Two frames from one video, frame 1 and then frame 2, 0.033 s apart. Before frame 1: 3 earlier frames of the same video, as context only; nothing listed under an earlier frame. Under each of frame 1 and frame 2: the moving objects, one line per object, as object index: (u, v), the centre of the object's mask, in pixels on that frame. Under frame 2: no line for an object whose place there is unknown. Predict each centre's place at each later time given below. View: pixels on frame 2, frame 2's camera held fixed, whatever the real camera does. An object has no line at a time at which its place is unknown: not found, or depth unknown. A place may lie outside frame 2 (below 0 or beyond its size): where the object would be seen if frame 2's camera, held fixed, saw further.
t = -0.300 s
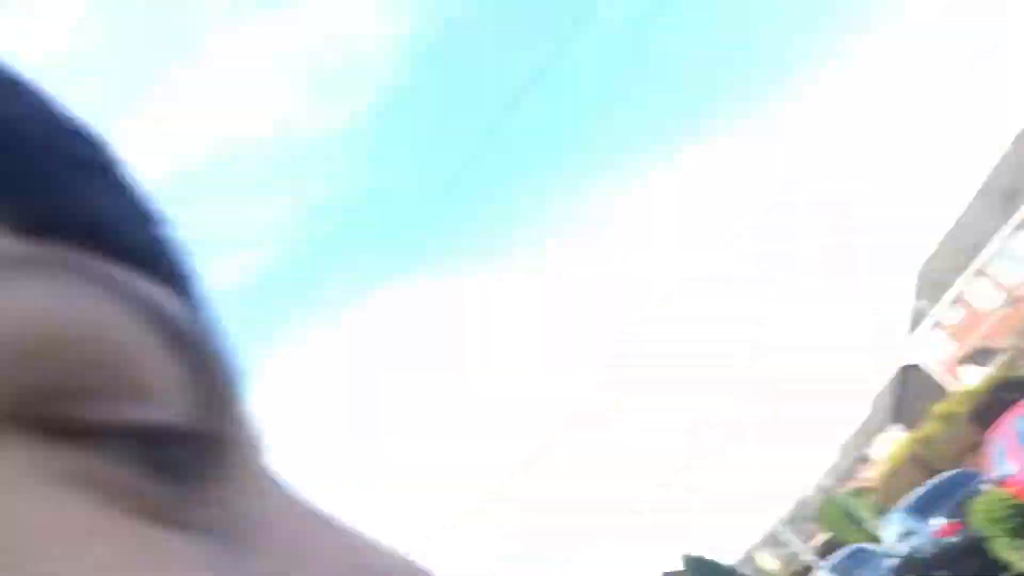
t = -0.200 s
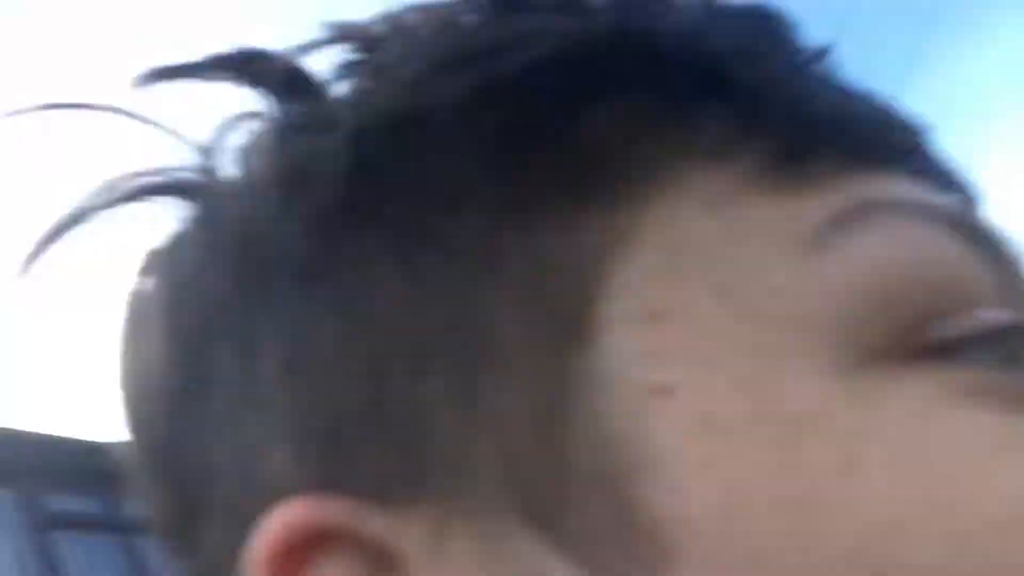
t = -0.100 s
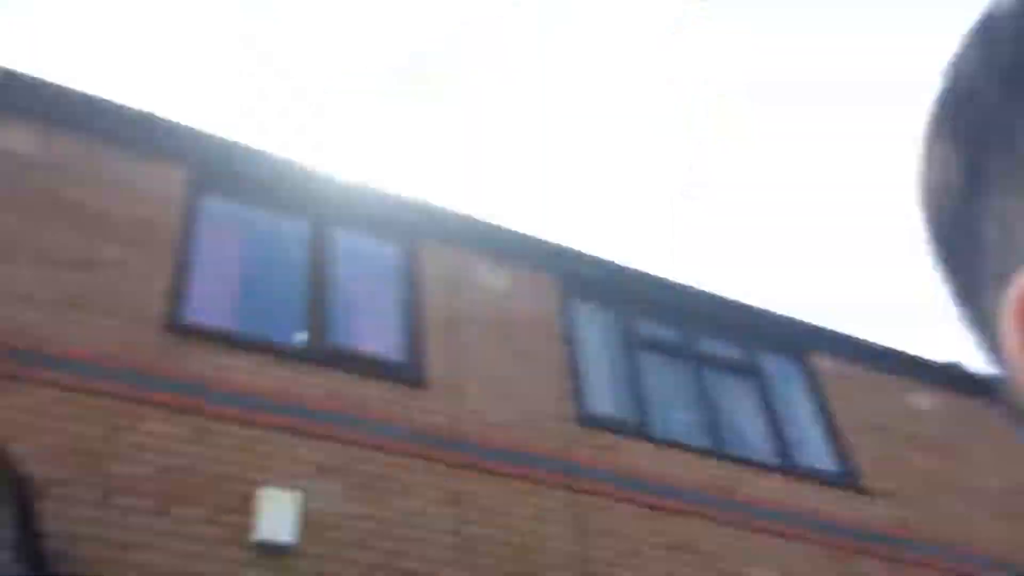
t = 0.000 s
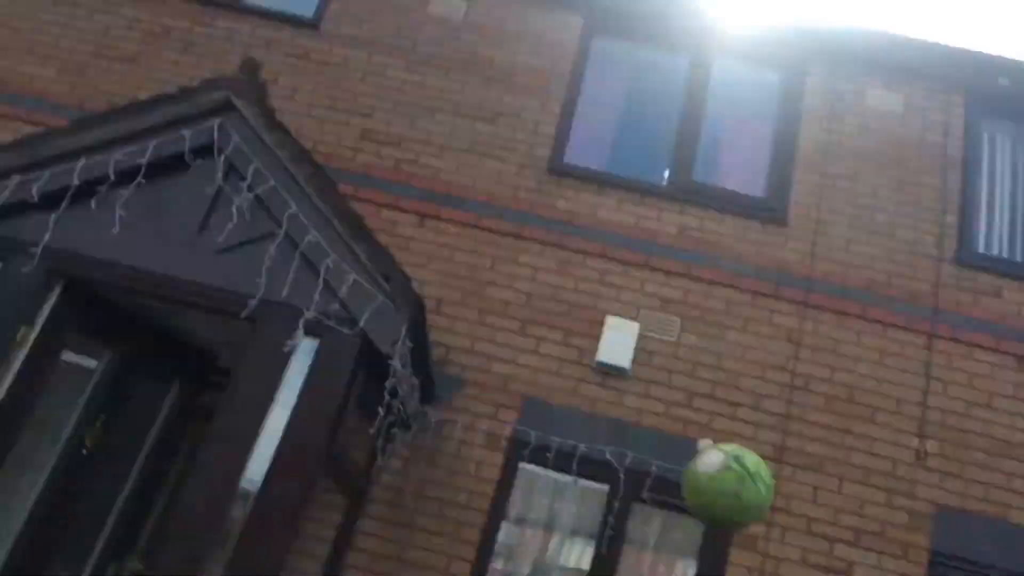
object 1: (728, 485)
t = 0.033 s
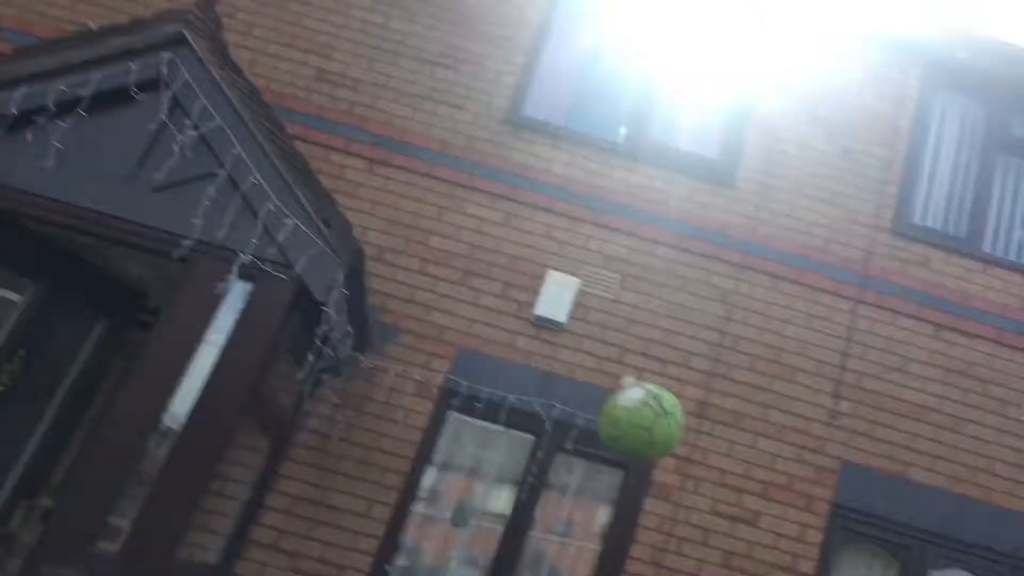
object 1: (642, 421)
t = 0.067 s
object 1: (633, 408)
